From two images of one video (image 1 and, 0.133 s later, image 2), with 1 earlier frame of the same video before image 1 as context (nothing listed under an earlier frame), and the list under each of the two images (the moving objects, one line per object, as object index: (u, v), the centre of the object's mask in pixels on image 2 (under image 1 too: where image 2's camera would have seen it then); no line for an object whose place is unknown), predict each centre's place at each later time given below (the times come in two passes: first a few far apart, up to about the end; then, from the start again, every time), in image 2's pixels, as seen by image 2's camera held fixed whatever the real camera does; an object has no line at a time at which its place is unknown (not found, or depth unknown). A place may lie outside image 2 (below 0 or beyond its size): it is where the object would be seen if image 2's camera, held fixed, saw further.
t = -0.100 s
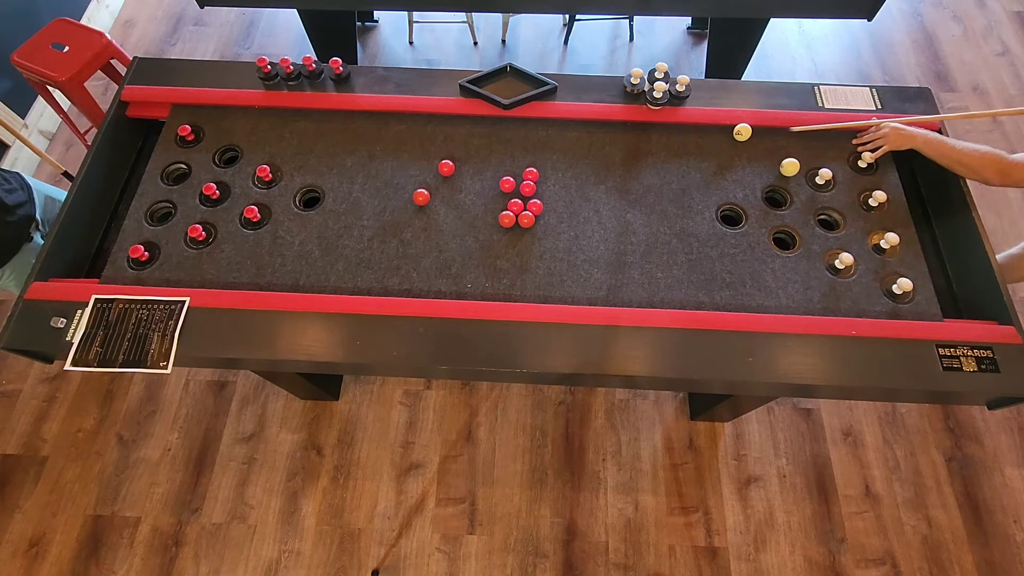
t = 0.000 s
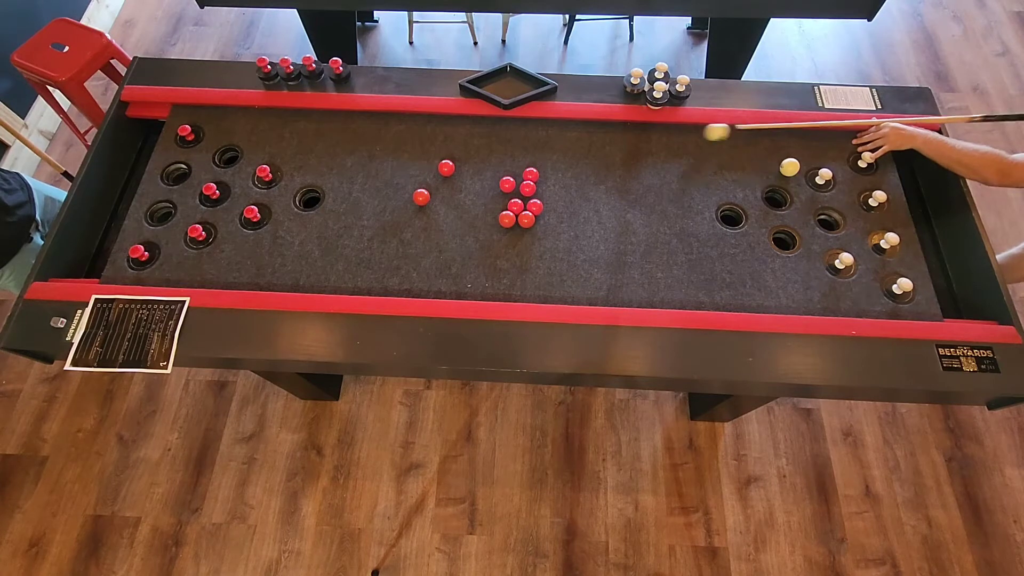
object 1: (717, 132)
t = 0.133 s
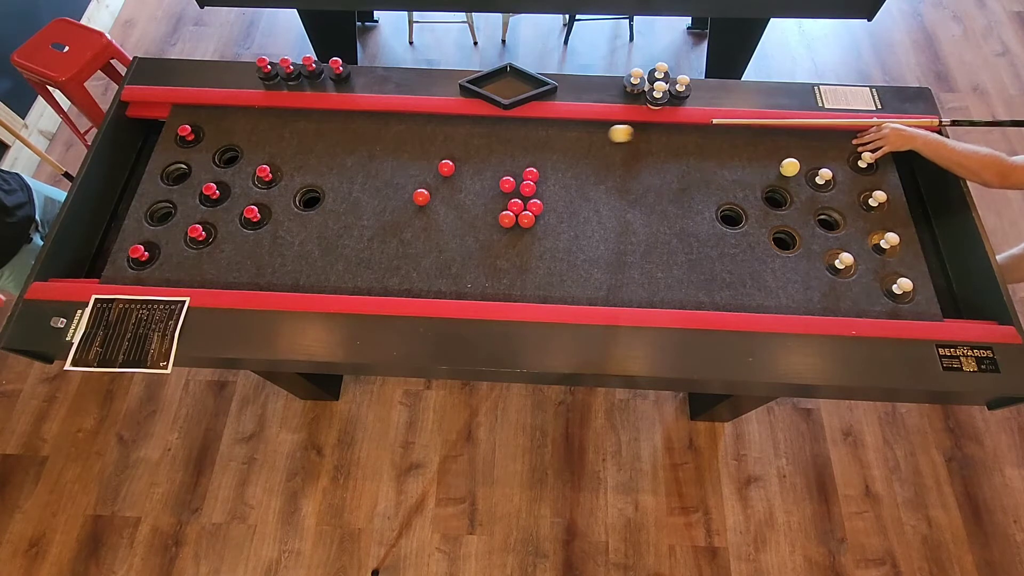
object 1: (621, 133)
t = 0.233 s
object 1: (557, 133)
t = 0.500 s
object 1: (392, 134)
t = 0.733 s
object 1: (253, 136)
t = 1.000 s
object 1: (161, 160)
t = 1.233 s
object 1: (116, 213)
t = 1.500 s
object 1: (90, 277)
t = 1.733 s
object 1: (91, 272)
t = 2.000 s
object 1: (91, 272)
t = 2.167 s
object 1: (91, 272)
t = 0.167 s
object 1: (599, 133)
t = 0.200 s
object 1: (578, 133)
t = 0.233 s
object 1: (557, 133)
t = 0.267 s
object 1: (536, 134)
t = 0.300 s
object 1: (515, 134)
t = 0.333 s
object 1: (494, 134)
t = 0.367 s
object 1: (474, 134)
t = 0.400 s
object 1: (453, 134)
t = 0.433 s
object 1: (433, 134)
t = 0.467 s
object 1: (413, 134)
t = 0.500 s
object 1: (392, 134)
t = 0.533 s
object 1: (372, 135)
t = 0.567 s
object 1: (352, 135)
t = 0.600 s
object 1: (332, 135)
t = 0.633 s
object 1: (312, 136)
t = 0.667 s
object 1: (292, 136)
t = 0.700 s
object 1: (273, 136)
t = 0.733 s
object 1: (253, 136)
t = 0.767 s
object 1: (233, 137)
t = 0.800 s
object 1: (214, 137)
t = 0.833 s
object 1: (195, 138)
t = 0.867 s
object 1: (183, 138)
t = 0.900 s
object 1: (175, 140)
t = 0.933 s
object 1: (169, 145)
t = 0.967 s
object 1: (164, 152)
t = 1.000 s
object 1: (161, 160)
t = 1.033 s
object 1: (155, 167)
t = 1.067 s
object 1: (148, 174)
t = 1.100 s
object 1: (142, 181)
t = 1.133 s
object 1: (136, 189)
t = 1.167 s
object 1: (129, 197)
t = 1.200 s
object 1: (123, 205)
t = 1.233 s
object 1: (116, 213)
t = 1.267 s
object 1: (111, 222)
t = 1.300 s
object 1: (108, 233)
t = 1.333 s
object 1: (106, 244)
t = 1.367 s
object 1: (105, 257)
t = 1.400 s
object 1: (101, 268)
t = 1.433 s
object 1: (96, 274)
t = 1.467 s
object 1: (92, 278)
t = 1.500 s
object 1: (90, 277)
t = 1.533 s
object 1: (89, 275)
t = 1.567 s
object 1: (90, 274)
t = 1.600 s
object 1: (91, 273)
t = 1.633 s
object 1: (91, 273)
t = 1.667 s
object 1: (91, 273)
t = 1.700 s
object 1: (91, 272)
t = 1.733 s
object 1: (91, 272)
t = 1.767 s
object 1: (91, 272)
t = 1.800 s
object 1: (91, 272)
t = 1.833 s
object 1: (91, 272)
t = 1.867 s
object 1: (91, 272)
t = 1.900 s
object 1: (91, 272)
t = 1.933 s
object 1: (91, 272)
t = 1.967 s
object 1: (91, 272)
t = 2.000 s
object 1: (91, 272)
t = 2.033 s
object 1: (91, 272)
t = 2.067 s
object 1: (91, 272)
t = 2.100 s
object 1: (91, 272)
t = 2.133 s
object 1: (91, 272)
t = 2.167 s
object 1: (91, 272)
